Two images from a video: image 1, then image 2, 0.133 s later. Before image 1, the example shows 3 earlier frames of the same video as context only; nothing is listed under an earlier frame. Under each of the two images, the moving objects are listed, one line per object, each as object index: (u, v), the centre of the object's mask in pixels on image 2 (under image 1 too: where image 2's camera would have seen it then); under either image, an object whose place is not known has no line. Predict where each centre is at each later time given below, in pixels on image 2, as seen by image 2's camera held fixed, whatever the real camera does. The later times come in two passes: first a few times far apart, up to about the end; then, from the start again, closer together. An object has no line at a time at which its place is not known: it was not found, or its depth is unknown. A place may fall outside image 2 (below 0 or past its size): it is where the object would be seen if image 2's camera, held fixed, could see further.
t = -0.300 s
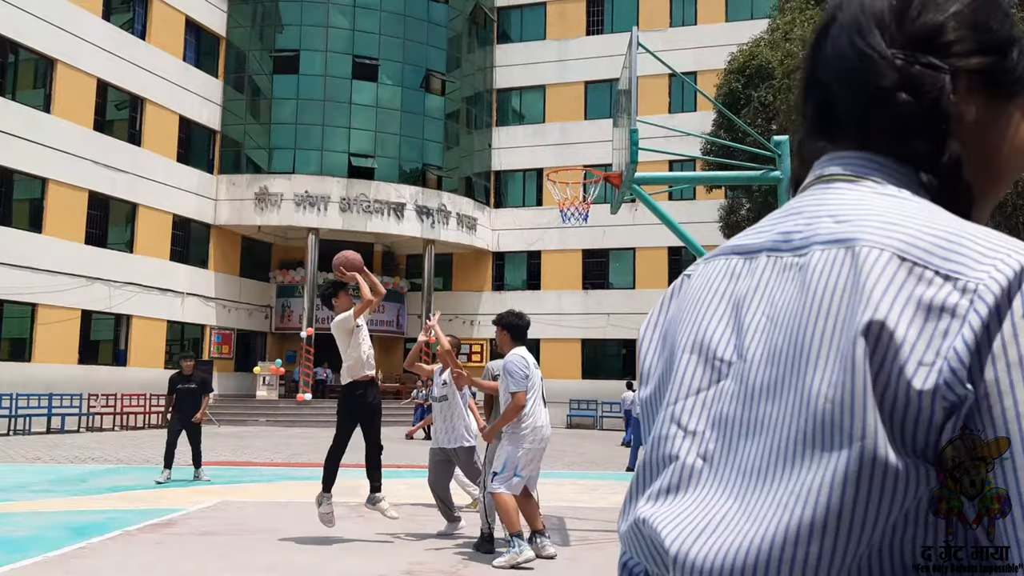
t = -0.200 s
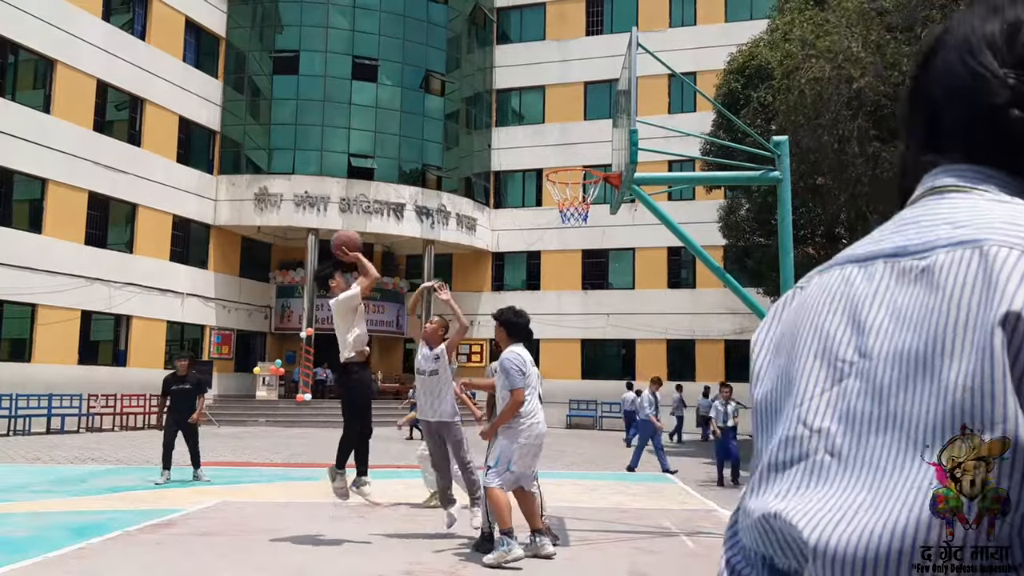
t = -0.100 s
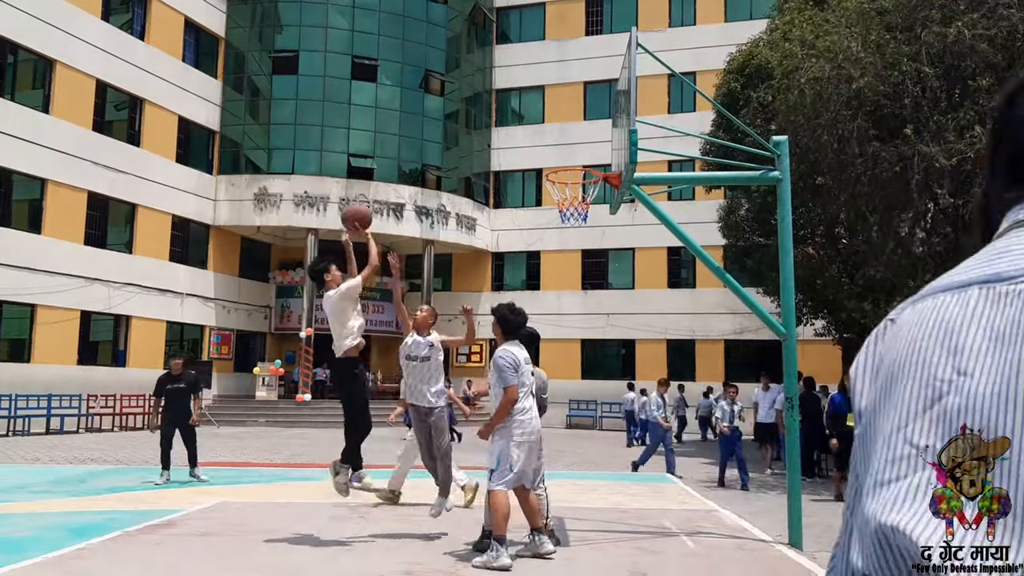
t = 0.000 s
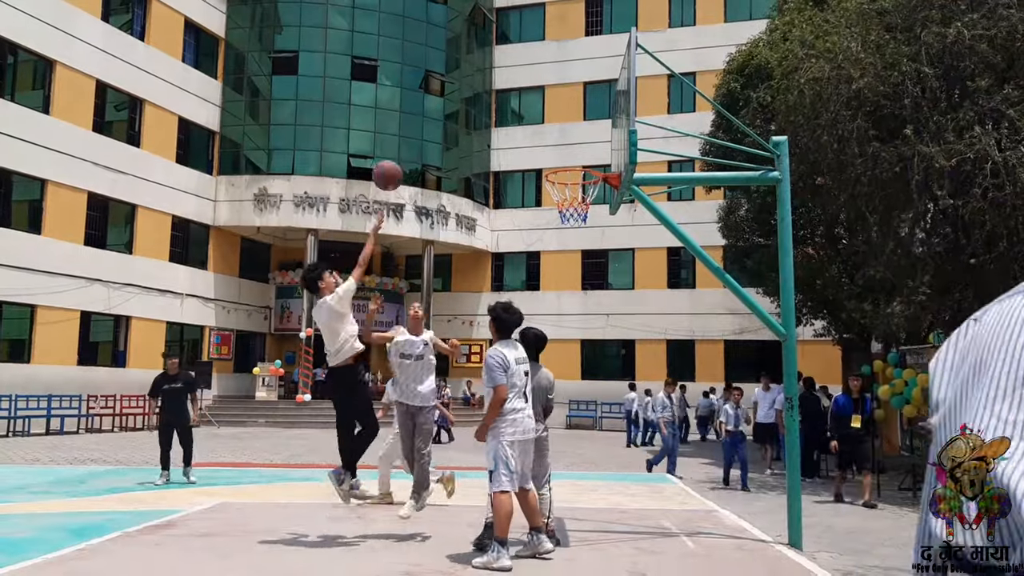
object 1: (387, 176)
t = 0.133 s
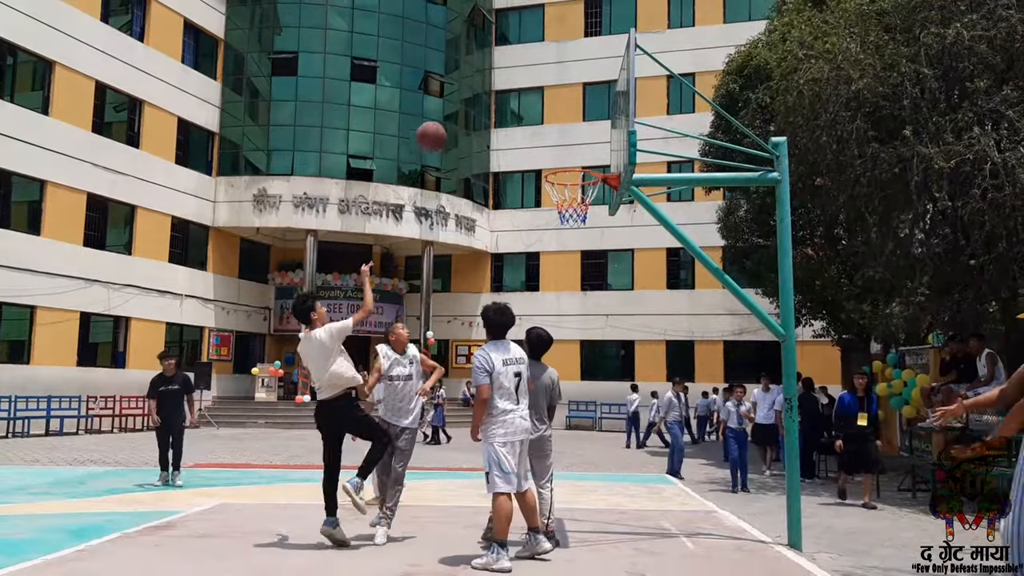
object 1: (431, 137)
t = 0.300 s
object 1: (484, 117)
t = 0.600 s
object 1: (573, 156)
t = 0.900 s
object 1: (602, 156)
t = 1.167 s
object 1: (594, 162)
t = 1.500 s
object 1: (586, 231)
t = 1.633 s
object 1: (581, 289)
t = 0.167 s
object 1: (443, 130)
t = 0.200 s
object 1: (452, 125)
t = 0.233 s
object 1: (463, 120)
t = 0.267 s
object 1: (473, 119)
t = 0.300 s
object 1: (484, 117)
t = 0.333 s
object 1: (495, 117)
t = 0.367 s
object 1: (505, 118)
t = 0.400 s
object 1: (515, 120)
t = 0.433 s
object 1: (525, 124)
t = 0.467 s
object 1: (536, 130)
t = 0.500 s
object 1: (546, 137)
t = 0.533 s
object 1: (557, 145)
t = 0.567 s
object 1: (566, 153)
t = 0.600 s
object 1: (573, 156)
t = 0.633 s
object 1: (576, 154)
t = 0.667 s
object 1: (581, 154)
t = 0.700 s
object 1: (584, 155)
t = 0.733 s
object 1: (588, 156)
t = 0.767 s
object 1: (592, 159)
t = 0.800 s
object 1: (596, 160)
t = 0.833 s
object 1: (598, 159)
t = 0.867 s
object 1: (600, 156)
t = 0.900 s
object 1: (602, 156)
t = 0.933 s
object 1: (603, 157)
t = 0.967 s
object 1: (602, 158)
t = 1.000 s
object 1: (599, 159)
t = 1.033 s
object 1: (597, 161)
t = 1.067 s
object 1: (596, 163)
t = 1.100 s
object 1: (595, 163)
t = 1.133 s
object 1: (594, 162)
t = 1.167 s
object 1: (594, 162)
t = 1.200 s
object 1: (593, 163)
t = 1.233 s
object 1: (592, 164)
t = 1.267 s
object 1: (592, 165)
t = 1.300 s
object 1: (592, 168)
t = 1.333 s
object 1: (587, 182)
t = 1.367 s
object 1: (586, 184)
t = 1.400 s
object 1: (589, 196)
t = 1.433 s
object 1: (588, 211)
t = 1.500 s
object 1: (586, 231)
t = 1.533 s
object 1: (584, 243)
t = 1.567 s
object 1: (583, 257)
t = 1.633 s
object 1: (581, 289)
